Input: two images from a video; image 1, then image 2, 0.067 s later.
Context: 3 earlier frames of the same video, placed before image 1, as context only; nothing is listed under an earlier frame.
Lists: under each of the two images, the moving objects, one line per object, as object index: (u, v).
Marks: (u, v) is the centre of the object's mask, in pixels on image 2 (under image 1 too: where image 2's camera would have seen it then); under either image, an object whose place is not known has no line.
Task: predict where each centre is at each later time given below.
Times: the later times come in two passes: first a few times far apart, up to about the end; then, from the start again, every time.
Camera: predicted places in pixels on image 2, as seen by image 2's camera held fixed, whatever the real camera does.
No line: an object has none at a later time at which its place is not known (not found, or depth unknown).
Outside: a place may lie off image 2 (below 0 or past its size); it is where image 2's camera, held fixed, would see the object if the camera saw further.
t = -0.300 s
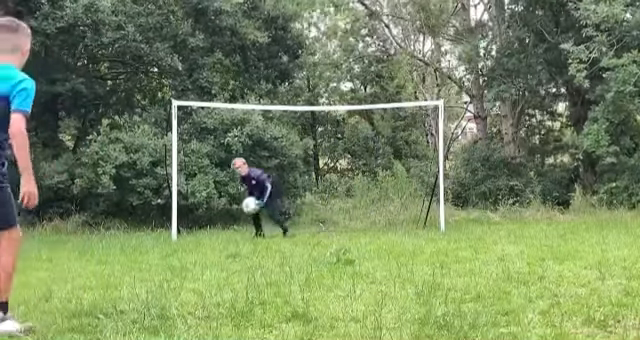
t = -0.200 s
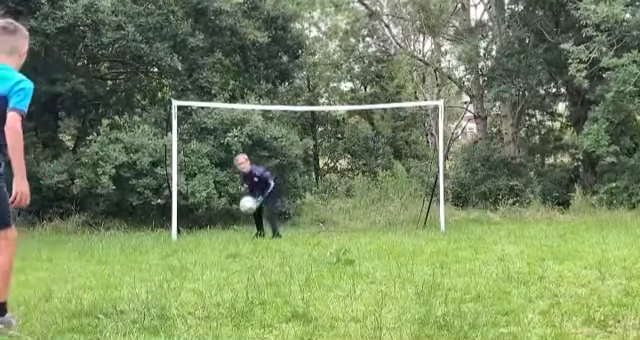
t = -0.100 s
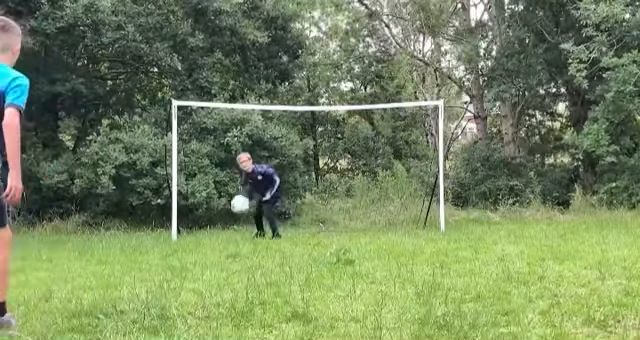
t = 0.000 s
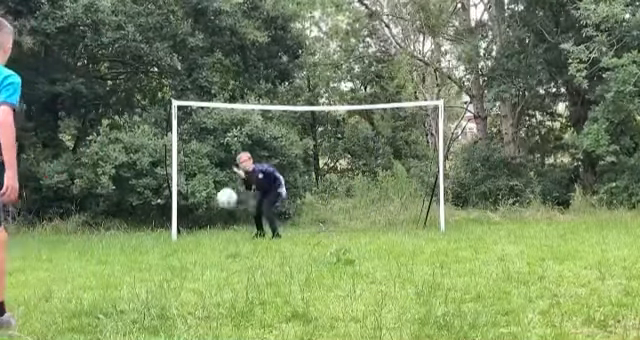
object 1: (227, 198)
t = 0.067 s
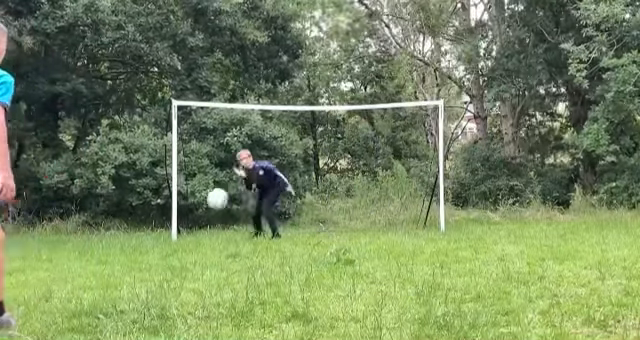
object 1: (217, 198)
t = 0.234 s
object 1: (188, 221)
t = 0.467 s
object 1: (143, 231)
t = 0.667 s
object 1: (103, 221)
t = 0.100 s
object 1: (212, 201)
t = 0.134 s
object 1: (206, 203)
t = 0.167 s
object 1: (200, 208)
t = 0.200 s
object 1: (195, 214)
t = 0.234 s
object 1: (188, 221)
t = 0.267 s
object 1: (181, 229)
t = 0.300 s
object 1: (174, 239)
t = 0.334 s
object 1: (165, 252)
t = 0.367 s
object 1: (161, 253)
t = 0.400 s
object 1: (155, 245)
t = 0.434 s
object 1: (149, 238)
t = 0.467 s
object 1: (143, 231)
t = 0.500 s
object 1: (138, 227)
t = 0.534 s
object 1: (131, 222)
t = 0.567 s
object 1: (125, 220)
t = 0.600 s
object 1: (118, 219)
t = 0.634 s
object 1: (111, 220)
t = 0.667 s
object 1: (103, 221)
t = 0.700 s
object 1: (96, 224)
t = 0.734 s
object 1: (88, 230)
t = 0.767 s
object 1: (79, 239)
